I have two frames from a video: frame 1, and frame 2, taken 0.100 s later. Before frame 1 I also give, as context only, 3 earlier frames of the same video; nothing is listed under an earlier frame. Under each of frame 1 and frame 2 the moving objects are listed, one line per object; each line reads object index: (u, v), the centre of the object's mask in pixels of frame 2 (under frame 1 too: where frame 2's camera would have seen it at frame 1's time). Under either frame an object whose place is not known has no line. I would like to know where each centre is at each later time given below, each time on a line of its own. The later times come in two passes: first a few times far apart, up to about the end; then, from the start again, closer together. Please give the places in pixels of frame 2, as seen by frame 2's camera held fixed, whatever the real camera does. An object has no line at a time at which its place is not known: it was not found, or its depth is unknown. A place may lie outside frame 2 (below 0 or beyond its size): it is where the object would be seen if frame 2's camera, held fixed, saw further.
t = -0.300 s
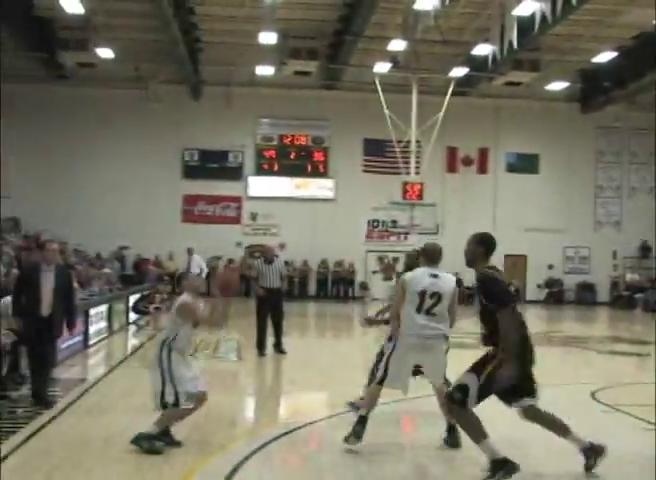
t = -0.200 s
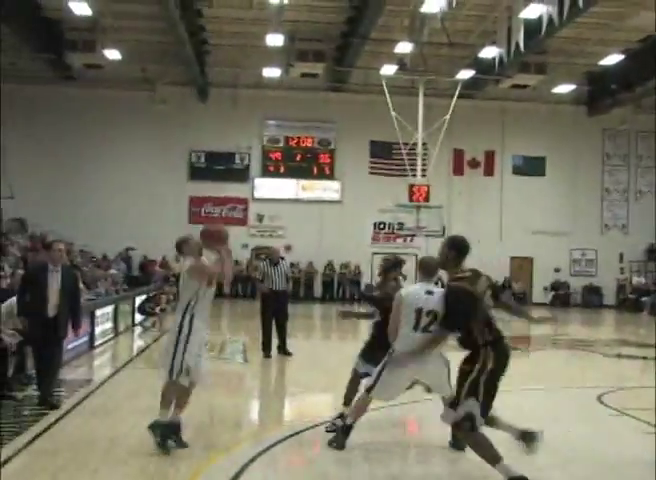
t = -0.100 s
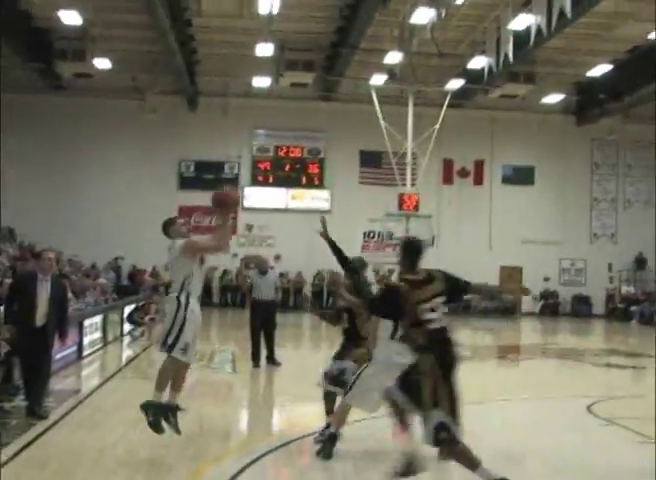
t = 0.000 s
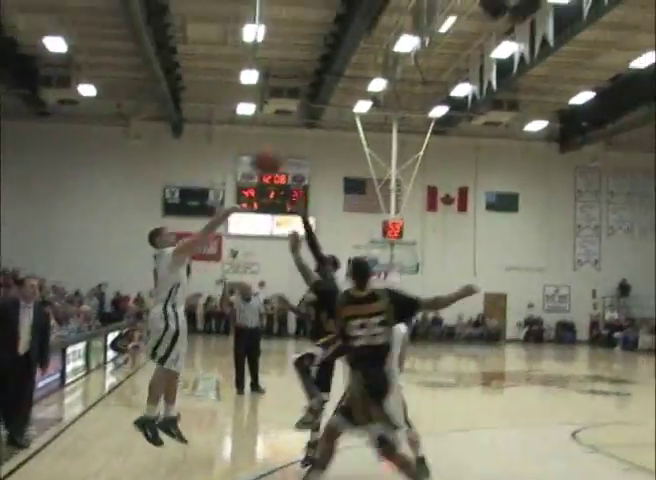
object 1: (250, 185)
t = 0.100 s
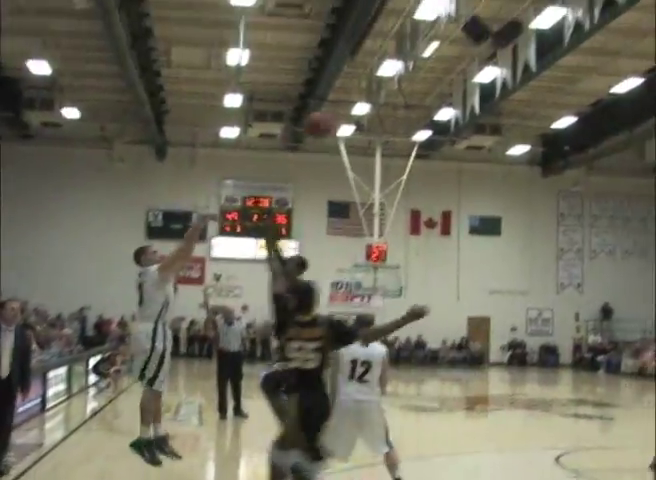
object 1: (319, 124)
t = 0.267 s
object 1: (434, 51)
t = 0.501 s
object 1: (592, 1)
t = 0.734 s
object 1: (750, 12)
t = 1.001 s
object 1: (932, 102)
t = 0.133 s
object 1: (340, 108)
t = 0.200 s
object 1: (387, 78)
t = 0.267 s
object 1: (434, 51)
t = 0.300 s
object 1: (456, 41)
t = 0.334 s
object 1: (478, 31)
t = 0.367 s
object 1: (499, 24)
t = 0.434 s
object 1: (545, 9)
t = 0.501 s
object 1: (592, 1)
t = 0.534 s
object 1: (613, 1)
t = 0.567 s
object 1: (636, -2)
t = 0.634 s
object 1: (681, -1)
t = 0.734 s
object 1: (750, 12)
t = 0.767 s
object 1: (773, 18)
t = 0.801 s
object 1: (797, 27)
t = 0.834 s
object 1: (819, 35)
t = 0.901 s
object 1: (867, 58)
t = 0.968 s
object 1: (915, 89)
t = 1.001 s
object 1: (932, 102)
